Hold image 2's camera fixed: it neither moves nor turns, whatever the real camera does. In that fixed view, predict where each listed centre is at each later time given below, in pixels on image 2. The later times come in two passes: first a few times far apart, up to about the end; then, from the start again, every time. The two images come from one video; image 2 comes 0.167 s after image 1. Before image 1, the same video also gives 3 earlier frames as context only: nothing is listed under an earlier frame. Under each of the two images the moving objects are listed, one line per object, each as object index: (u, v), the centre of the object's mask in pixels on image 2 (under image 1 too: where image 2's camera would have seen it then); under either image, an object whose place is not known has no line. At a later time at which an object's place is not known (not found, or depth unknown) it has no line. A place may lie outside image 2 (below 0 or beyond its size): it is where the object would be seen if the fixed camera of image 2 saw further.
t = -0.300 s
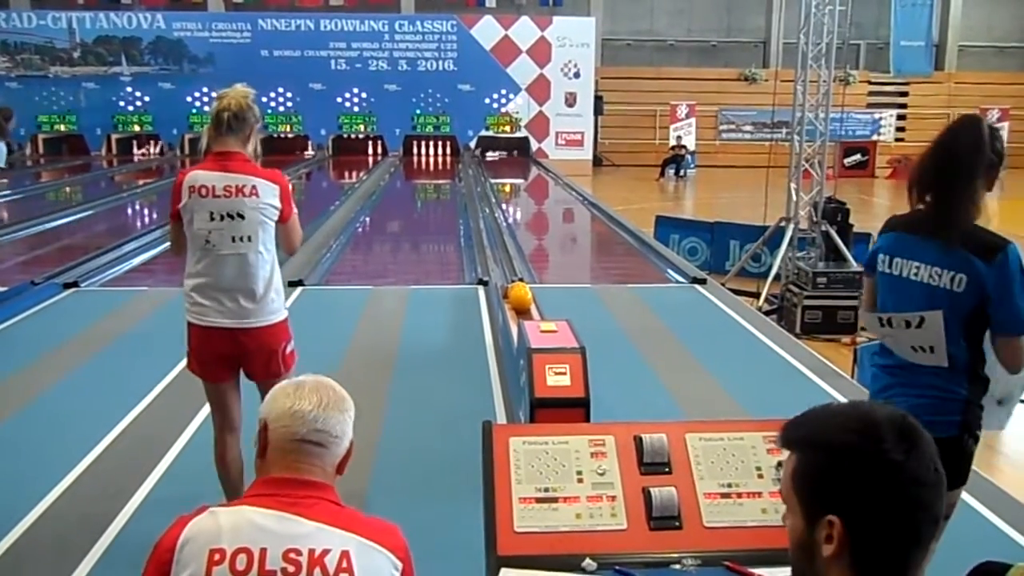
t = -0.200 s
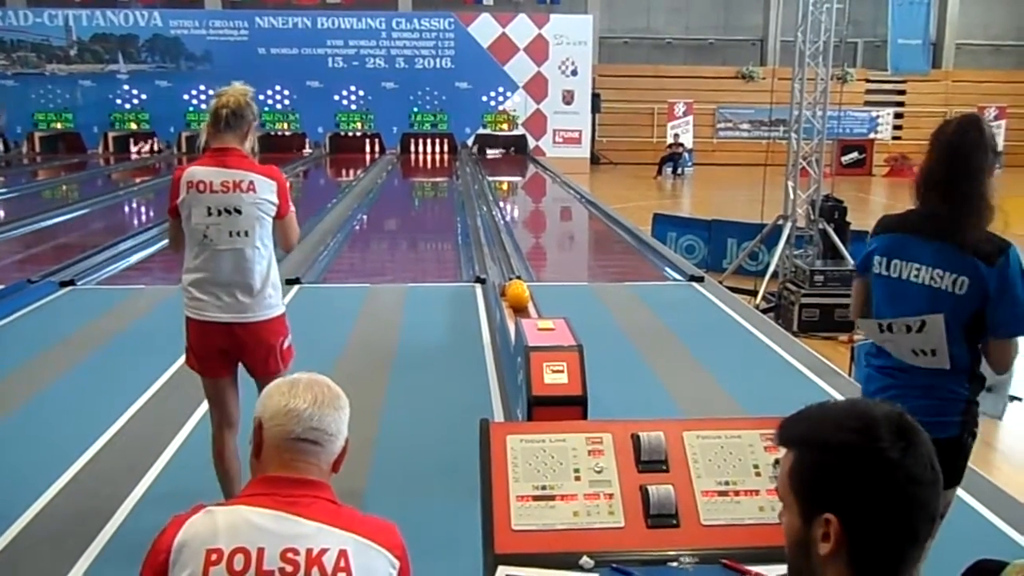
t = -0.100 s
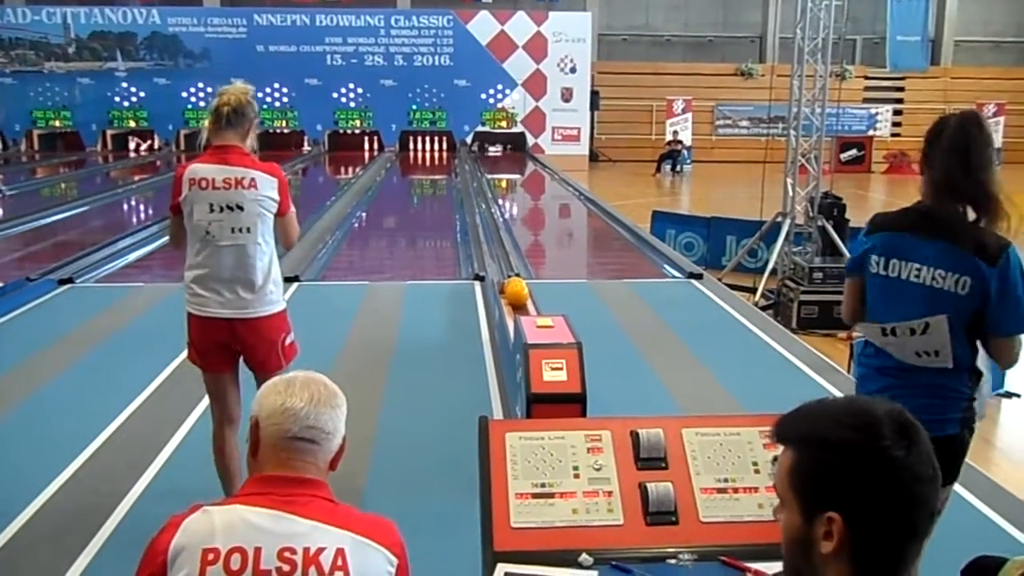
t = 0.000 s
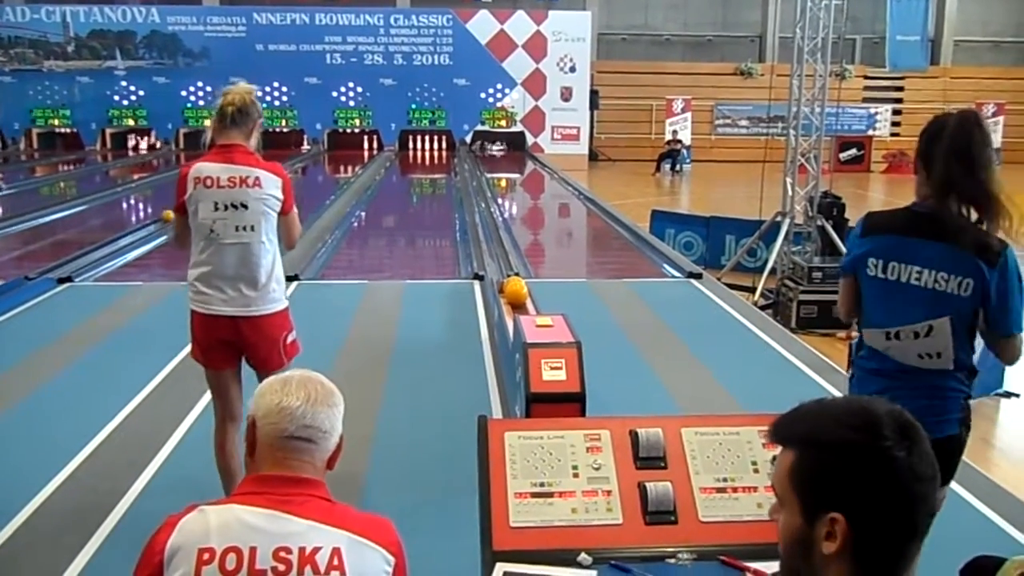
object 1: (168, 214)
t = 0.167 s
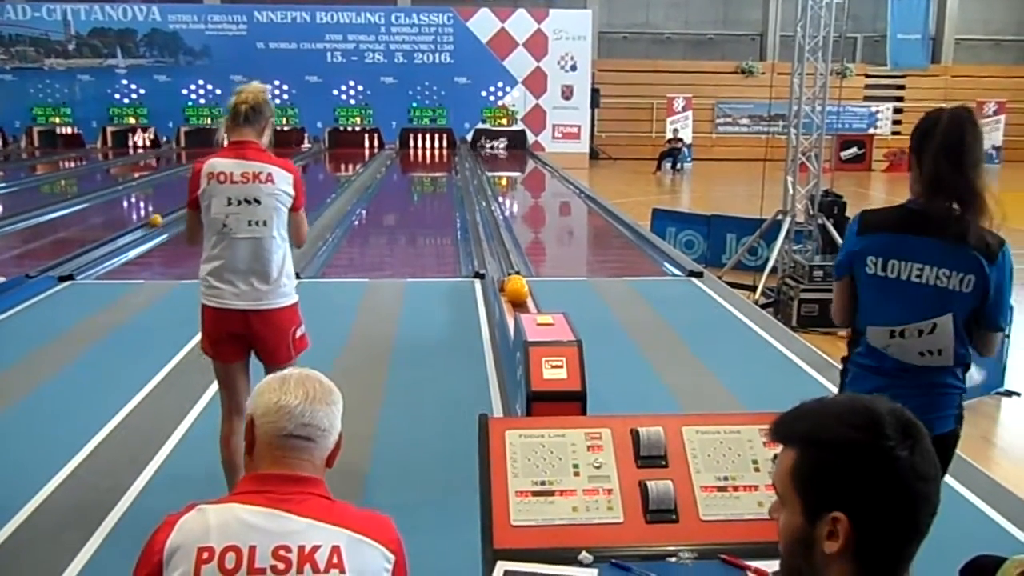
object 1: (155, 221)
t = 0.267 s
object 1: (146, 225)
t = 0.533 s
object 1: (121, 236)
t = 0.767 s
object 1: (95, 248)
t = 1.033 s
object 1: (60, 264)
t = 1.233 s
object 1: (29, 275)
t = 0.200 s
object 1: (152, 222)
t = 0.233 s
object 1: (150, 223)
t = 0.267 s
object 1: (146, 225)
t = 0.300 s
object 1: (144, 226)
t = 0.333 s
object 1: (140, 227)
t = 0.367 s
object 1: (138, 228)
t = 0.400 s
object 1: (134, 229)
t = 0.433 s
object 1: (131, 231)
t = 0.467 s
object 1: (128, 233)
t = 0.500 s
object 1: (124, 234)
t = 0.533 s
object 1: (121, 236)
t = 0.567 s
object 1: (117, 238)
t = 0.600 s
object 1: (113, 239)
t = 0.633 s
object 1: (110, 241)
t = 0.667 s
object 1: (106, 243)
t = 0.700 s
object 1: (103, 244)
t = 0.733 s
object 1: (98, 246)
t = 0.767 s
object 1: (95, 248)
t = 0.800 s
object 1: (91, 249)
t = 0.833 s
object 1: (87, 251)
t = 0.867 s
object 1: (83, 253)
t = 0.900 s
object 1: (78, 255)
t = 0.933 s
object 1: (74, 257)
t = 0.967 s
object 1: (70, 259)
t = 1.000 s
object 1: (65, 261)
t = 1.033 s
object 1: (60, 264)
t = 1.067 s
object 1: (55, 266)
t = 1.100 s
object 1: (51, 267)
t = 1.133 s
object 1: (45, 269)
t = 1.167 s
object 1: (40, 271)
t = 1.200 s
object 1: (34, 273)
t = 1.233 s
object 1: (29, 275)
